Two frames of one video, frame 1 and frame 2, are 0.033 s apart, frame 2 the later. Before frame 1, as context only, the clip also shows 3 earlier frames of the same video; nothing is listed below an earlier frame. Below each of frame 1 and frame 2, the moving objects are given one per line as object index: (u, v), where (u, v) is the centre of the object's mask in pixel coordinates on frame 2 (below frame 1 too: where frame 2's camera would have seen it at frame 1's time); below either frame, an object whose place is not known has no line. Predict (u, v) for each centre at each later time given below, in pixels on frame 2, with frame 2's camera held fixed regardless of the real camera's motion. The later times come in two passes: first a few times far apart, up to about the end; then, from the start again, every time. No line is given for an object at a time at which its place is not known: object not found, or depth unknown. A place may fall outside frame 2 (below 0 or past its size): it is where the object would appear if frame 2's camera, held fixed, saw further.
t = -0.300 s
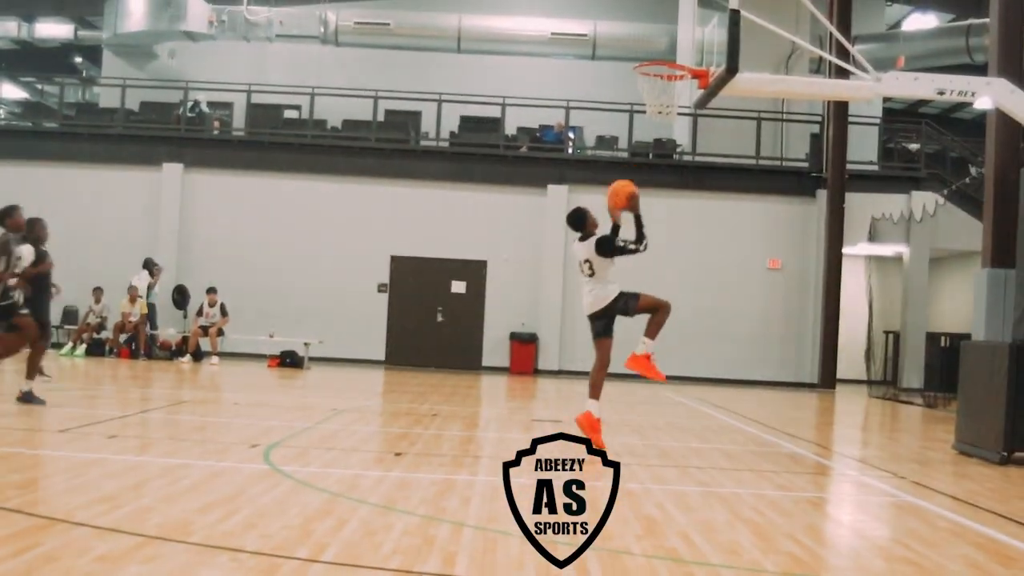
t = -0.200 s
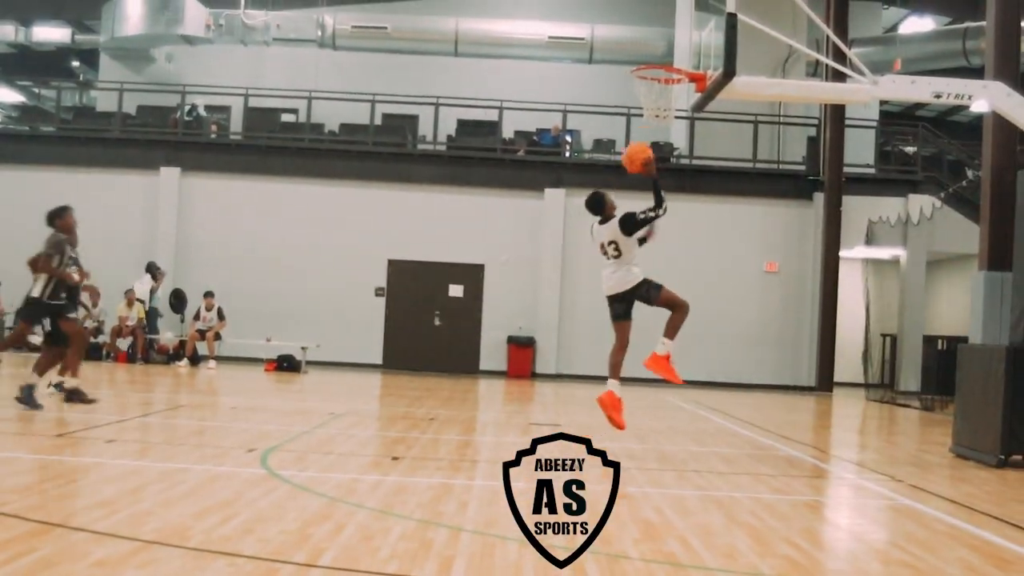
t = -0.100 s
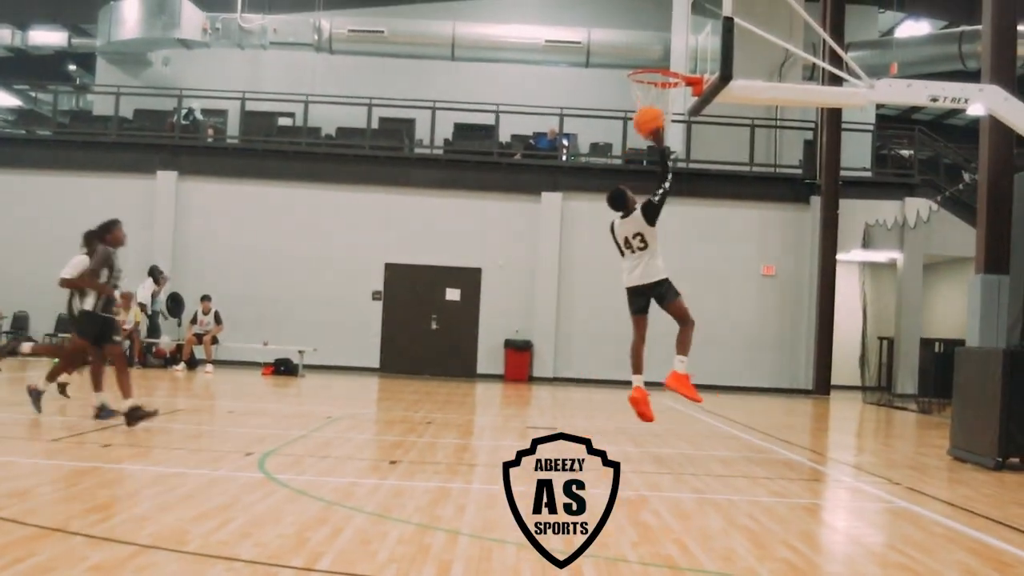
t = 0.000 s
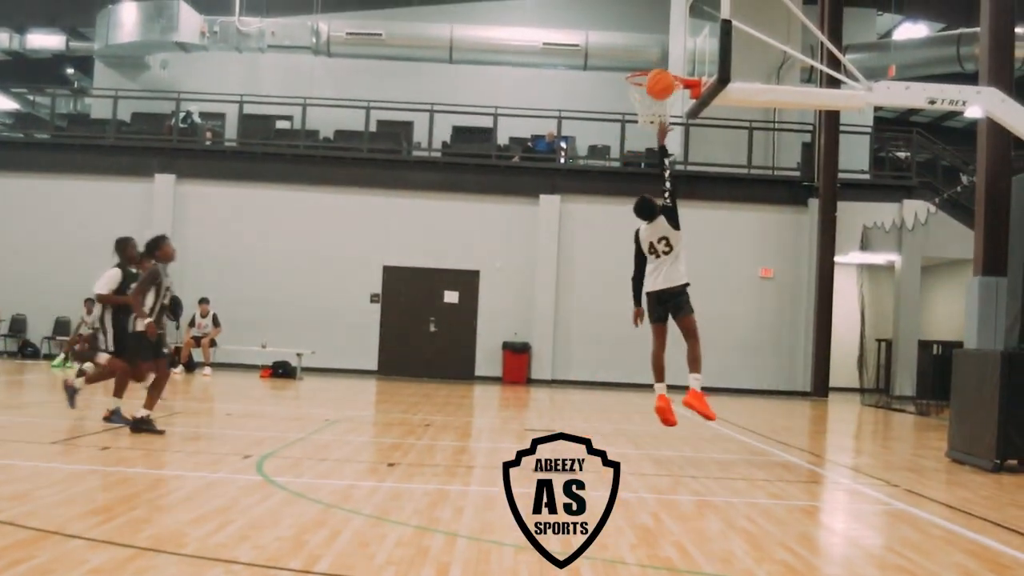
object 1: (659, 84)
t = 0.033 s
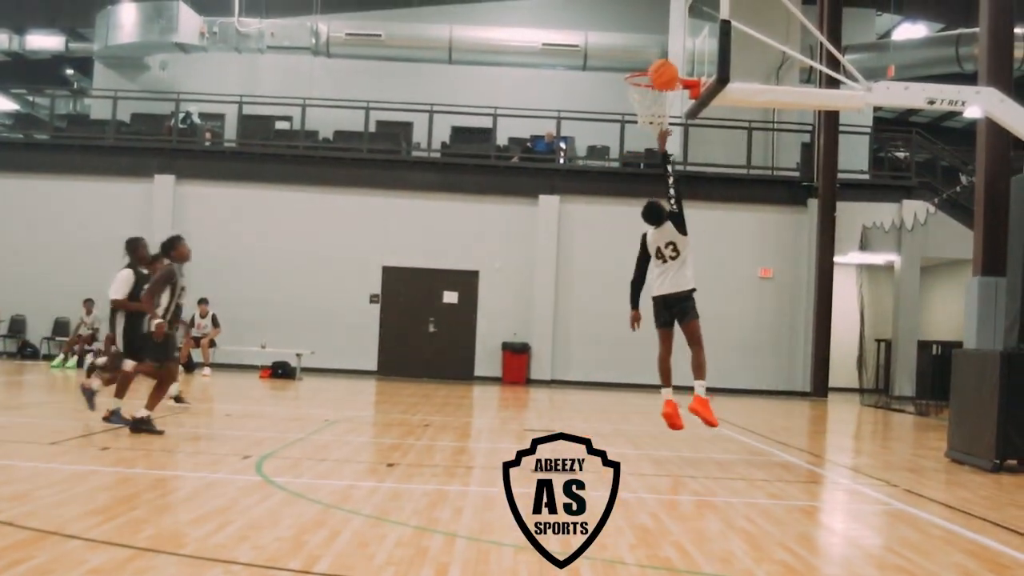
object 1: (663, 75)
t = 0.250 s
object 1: (688, 41)
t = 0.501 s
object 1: (656, 64)
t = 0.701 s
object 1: (632, 121)
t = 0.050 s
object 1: (665, 69)
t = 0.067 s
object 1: (667, 66)
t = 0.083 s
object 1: (669, 62)
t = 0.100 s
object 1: (672, 58)
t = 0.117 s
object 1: (673, 55)
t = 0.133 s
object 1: (675, 52)
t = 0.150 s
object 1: (677, 49)
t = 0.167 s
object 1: (679, 47)
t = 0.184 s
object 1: (681, 45)
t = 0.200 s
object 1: (683, 44)
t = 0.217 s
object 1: (685, 43)
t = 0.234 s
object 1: (687, 41)
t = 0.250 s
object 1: (688, 41)
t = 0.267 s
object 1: (689, 41)
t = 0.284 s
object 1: (687, 40)
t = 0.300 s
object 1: (684, 40)
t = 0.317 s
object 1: (682, 41)
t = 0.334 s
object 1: (680, 42)
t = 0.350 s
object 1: (678, 43)
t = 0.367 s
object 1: (675, 44)
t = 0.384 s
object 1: (673, 46)
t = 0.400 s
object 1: (671, 49)
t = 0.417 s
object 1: (668, 51)
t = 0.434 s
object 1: (666, 53)
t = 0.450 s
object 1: (663, 56)
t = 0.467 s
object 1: (661, 59)
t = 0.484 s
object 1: (659, 61)
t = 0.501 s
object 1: (656, 64)
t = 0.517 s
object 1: (652, 71)
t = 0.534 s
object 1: (650, 75)
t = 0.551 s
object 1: (649, 80)
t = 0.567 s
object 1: (647, 86)
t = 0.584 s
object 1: (644, 90)
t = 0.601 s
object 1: (642, 97)
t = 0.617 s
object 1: (639, 102)
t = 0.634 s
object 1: (637, 106)
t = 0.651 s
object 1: (637, 109)
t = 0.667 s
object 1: (634, 113)
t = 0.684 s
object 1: (633, 118)
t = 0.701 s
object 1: (632, 121)
